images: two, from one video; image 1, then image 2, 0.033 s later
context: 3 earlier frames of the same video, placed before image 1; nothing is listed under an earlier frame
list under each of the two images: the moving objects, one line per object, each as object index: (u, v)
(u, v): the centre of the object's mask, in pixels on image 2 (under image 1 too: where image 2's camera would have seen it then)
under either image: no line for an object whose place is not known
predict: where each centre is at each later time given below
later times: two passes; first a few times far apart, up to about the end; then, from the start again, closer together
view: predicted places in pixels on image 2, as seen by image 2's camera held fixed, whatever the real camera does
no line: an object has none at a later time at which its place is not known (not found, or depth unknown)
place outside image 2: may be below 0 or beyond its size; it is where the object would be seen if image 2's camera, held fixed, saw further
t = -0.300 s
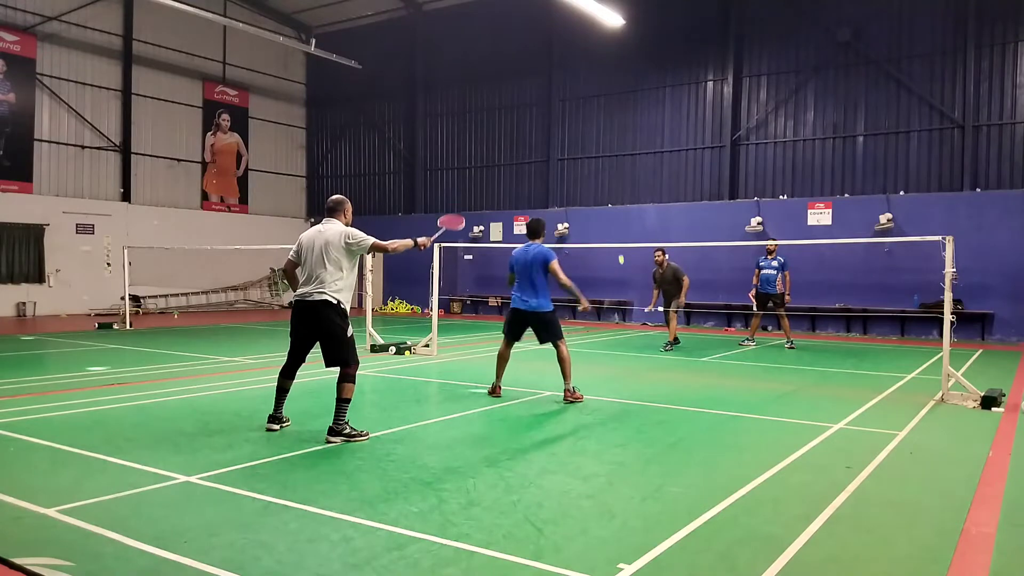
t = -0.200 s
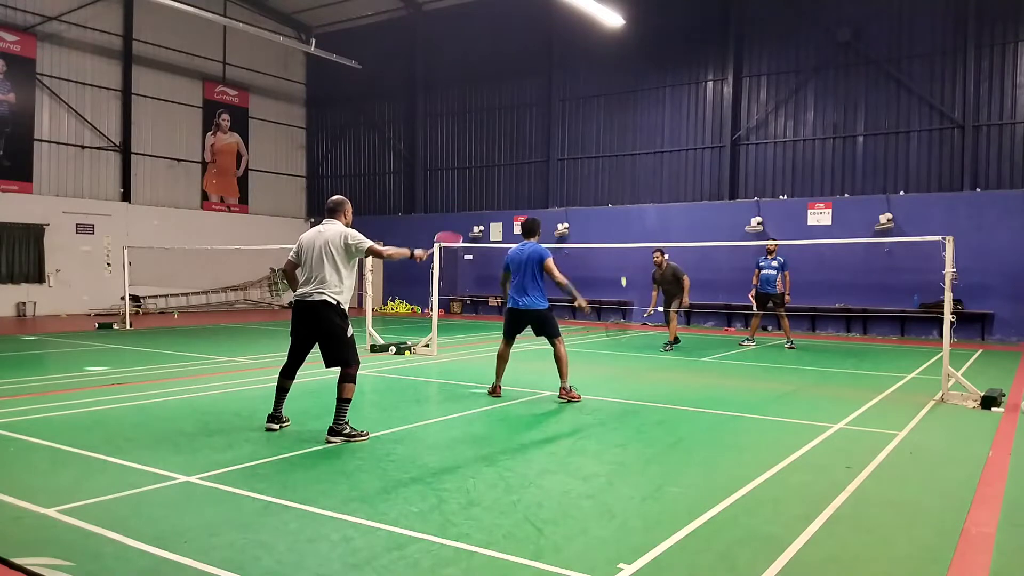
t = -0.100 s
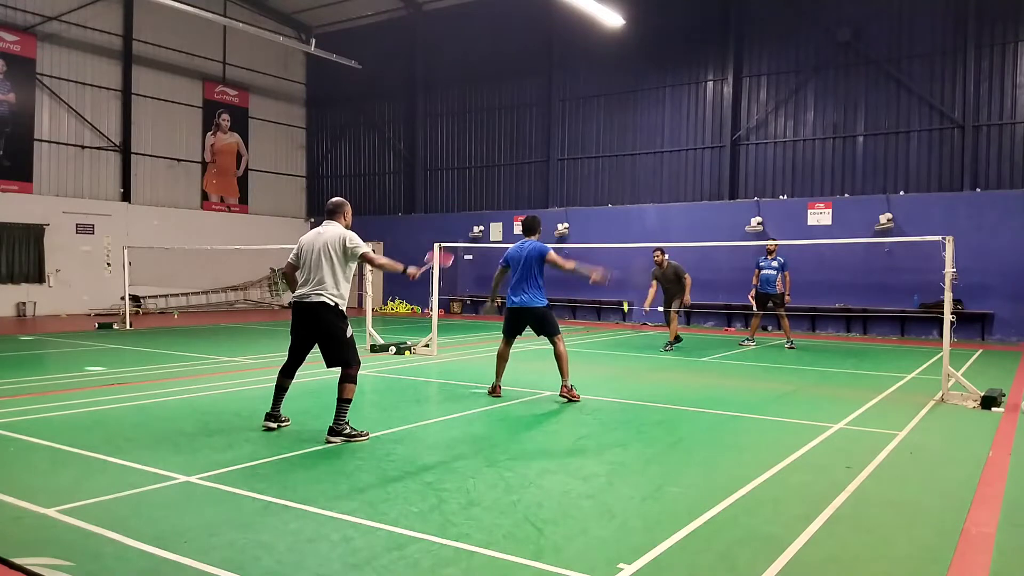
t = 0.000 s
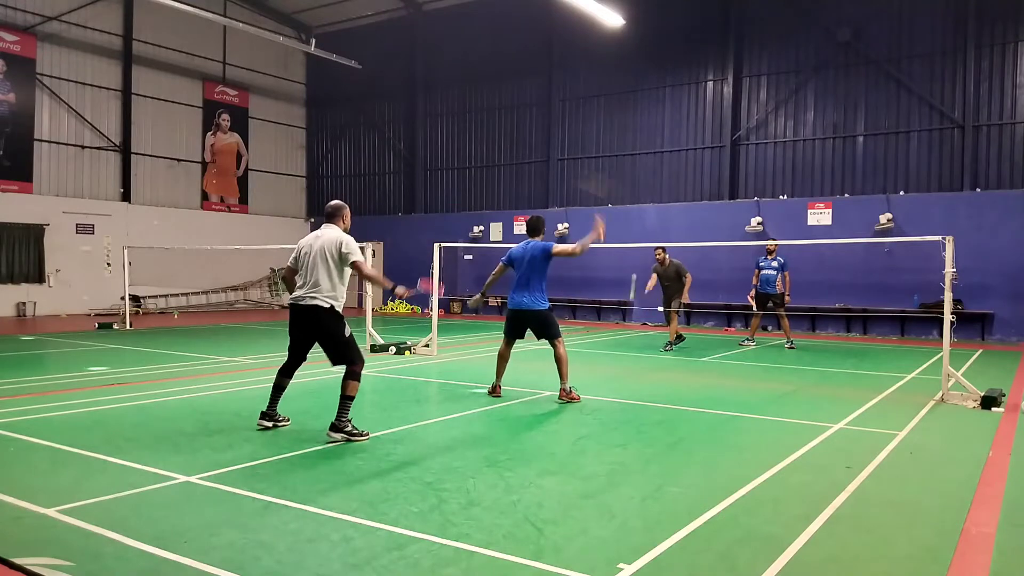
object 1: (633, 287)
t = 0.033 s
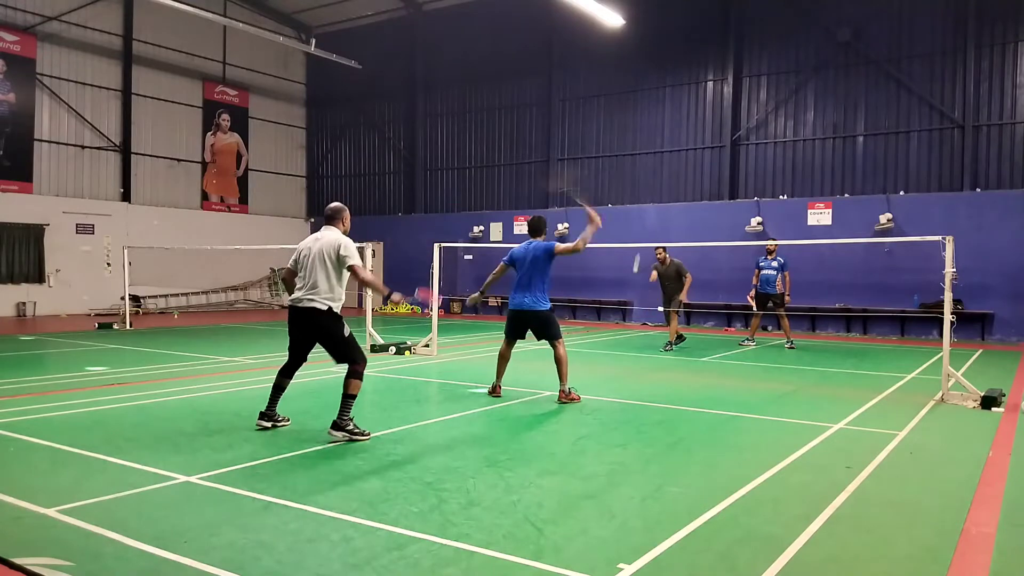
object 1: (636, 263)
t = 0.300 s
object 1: (665, 128)
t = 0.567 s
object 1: (690, 63)
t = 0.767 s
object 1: (707, 73)
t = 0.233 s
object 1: (658, 156)
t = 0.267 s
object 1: (661, 141)
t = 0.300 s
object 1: (665, 128)
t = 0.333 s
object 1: (668, 116)
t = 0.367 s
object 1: (671, 105)
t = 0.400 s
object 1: (675, 95)
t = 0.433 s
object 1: (678, 87)
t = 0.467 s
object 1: (681, 79)
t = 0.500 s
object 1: (684, 73)
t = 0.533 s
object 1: (687, 67)
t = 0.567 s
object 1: (690, 63)
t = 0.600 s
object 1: (694, 61)
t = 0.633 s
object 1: (697, 60)
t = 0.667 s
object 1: (699, 61)
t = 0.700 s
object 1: (702, 63)
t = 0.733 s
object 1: (705, 67)
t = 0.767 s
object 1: (707, 73)
